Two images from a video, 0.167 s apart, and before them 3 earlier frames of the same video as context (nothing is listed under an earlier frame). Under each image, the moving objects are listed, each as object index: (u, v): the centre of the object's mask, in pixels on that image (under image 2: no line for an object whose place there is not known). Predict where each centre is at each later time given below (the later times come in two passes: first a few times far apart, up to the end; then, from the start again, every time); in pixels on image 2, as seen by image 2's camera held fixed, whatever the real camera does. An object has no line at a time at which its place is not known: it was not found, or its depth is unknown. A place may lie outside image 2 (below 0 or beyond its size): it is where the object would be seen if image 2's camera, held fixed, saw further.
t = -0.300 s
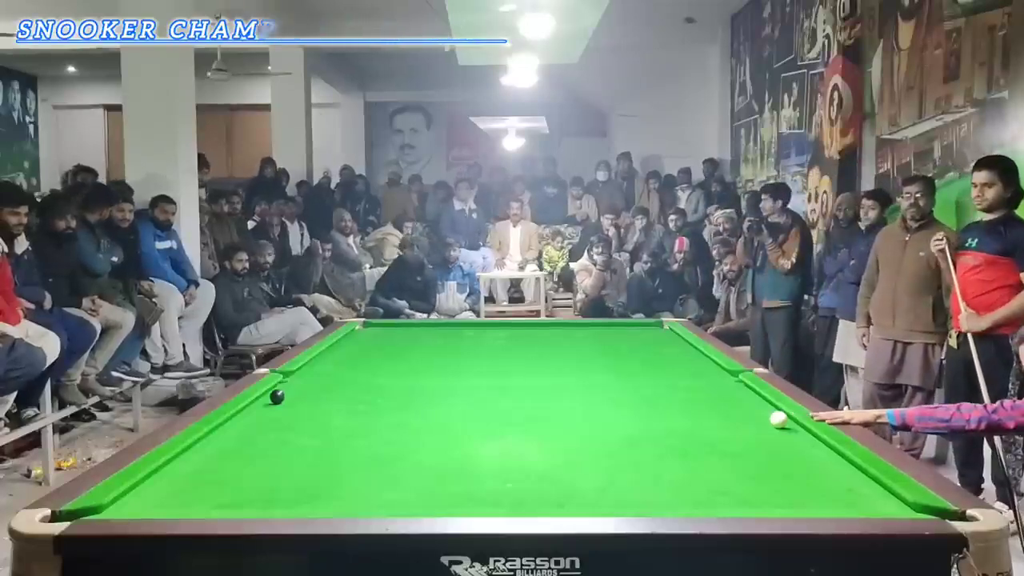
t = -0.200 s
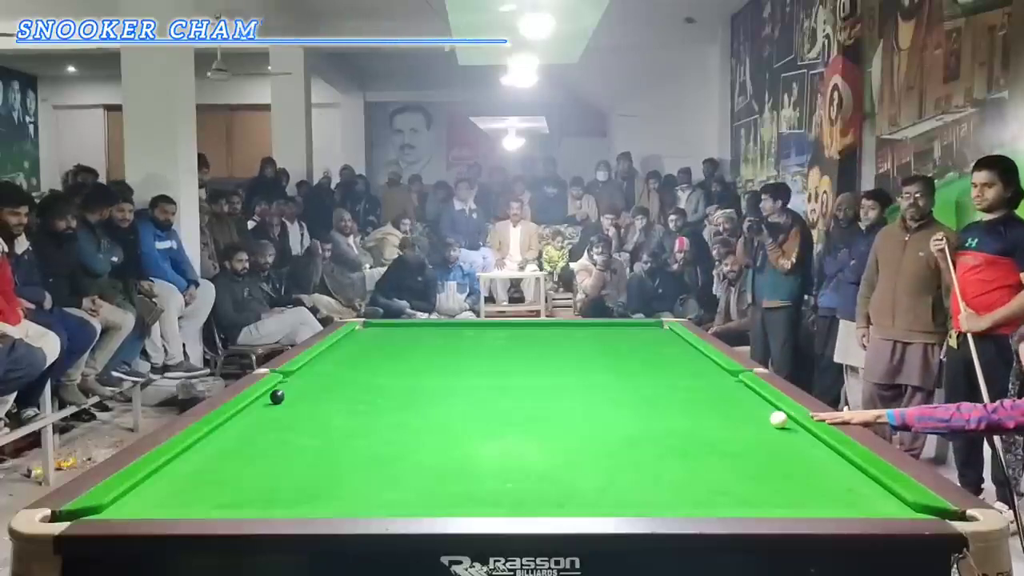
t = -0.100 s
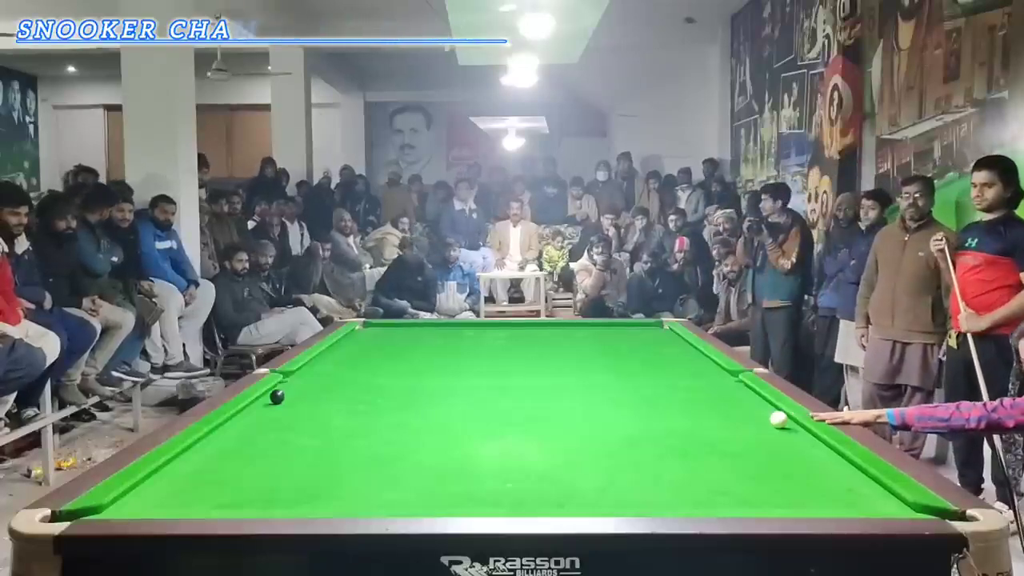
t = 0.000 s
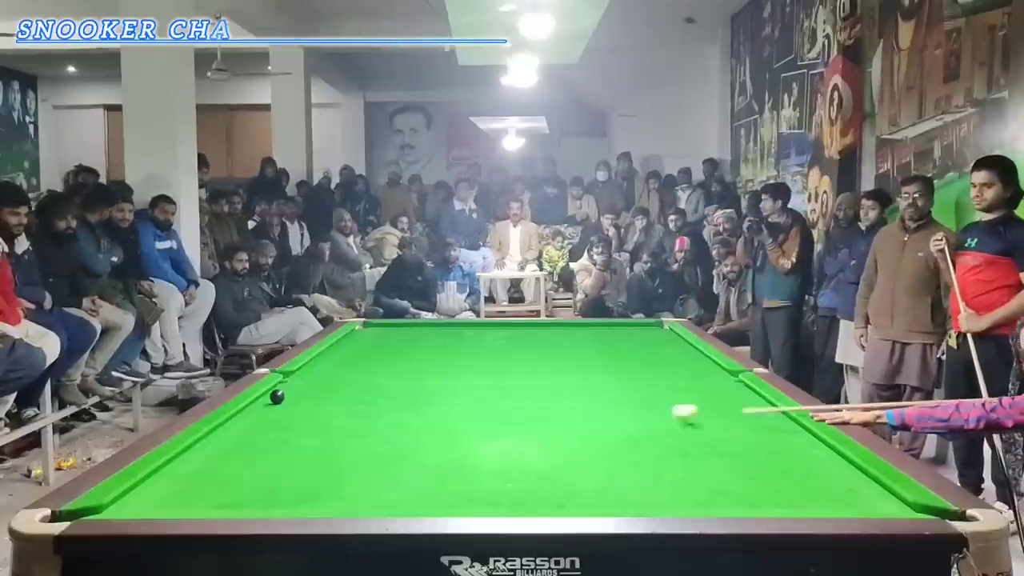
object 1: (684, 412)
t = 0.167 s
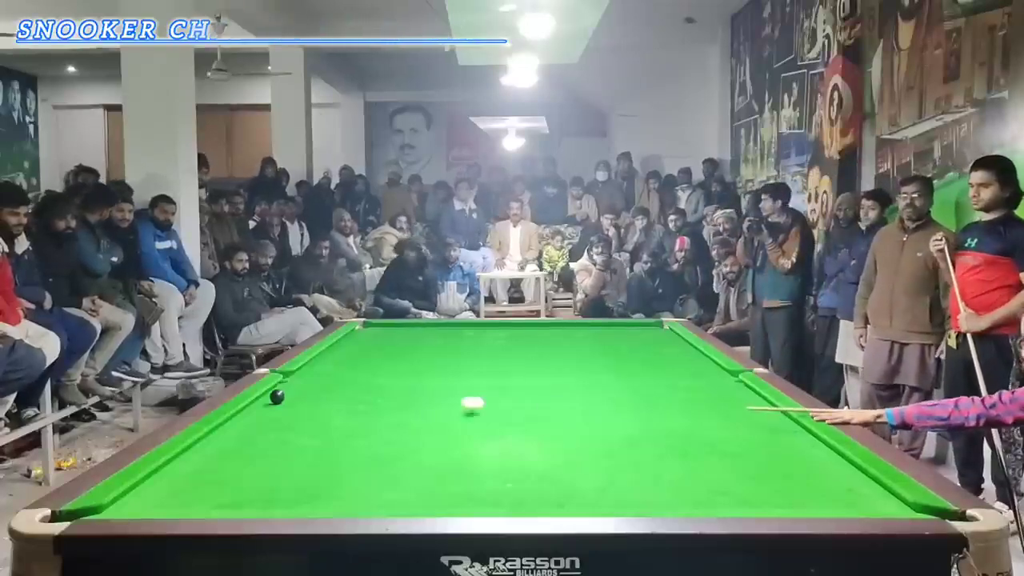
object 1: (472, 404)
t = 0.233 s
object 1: (393, 401)
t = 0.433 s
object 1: (263, 402)
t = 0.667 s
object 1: (279, 409)
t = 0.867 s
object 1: (279, 412)
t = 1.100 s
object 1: (276, 416)
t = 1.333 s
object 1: (275, 420)
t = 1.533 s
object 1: (274, 422)
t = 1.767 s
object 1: (273, 425)
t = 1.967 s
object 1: (272, 426)
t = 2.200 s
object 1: (272, 428)
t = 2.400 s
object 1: (273, 429)
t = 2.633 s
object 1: (273, 430)
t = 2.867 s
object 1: (273, 431)
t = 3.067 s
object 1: (273, 431)
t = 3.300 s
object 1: (273, 431)
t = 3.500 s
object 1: (273, 431)
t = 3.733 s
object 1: (273, 431)
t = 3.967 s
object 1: (273, 431)
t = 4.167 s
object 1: (273, 431)
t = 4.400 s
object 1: (273, 431)
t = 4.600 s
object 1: (273, 431)
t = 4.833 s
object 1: (273, 431)
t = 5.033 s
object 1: (273, 431)
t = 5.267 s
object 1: (273, 431)
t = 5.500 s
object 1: (273, 431)
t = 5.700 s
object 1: (273, 431)
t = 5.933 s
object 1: (273, 431)
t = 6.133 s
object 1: (273, 431)
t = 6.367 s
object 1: (273, 431)
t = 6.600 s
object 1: (273, 431)
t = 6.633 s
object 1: (273, 431)
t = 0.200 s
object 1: (433, 402)
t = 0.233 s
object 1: (393, 401)
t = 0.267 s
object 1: (355, 400)
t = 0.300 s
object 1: (318, 398)
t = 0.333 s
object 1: (287, 398)
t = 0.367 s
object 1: (279, 399)
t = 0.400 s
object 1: (271, 401)
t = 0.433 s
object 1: (263, 402)
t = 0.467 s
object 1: (258, 403)
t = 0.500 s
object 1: (264, 404)
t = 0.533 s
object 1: (269, 405)
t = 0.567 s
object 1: (273, 406)
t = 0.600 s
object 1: (276, 407)
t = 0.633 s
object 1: (278, 408)
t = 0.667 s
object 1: (279, 409)
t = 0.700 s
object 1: (280, 409)
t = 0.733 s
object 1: (280, 410)
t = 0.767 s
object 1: (280, 410)
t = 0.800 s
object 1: (280, 411)
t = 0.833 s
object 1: (279, 411)
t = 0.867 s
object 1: (279, 412)
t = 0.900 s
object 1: (278, 413)
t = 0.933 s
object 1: (278, 413)
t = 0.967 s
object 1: (278, 414)
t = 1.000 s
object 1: (277, 414)
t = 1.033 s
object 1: (277, 415)
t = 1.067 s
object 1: (277, 415)
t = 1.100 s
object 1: (276, 416)
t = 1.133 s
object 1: (276, 417)
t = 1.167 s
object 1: (276, 417)
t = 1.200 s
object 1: (275, 418)
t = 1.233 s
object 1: (275, 418)
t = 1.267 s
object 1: (275, 419)
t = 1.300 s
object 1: (275, 419)
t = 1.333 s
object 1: (275, 420)
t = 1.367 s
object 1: (274, 420)
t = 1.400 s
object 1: (274, 420)
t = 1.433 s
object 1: (274, 421)
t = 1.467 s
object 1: (274, 421)
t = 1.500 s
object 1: (274, 422)
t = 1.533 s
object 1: (274, 422)
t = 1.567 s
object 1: (273, 422)
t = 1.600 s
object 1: (273, 423)
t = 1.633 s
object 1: (273, 423)
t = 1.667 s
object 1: (273, 424)
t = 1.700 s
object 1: (273, 424)
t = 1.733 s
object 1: (273, 424)
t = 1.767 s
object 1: (273, 425)
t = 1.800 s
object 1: (272, 425)
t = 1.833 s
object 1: (273, 425)
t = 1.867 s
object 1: (272, 426)
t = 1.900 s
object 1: (272, 426)
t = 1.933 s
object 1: (272, 426)
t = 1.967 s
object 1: (272, 426)
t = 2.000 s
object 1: (272, 427)
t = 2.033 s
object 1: (272, 427)
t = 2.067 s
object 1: (272, 427)
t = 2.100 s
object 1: (272, 428)
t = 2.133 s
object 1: (272, 428)
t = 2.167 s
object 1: (272, 428)
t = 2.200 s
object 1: (272, 428)
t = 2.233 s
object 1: (272, 428)
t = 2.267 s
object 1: (272, 429)
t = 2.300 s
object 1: (272, 429)
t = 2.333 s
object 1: (272, 429)
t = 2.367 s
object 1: (272, 429)
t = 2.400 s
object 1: (273, 429)
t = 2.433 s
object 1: (273, 430)
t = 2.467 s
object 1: (273, 430)
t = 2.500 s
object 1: (273, 430)
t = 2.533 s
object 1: (273, 430)
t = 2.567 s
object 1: (273, 430)
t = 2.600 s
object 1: (273, 430)
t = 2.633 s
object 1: (273, 430)
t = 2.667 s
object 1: (273, 430)
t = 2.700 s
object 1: (273, 430)
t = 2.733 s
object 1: (273, 430)
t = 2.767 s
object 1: (273, 431)
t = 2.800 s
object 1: (273, 431)
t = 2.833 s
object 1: (273, 431)
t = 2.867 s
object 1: (273, 431)
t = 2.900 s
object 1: (273, 431)
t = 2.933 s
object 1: (273, 431)
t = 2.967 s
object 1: (273, 431)
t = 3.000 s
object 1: (273, 431)
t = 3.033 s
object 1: (273, 431)
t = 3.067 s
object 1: (273, 431)
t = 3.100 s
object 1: (273, 431)
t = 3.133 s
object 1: (273, 431)
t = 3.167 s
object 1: (273, 431)
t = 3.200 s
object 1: (273, 431)
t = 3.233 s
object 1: (273, 431)
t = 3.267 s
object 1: (273, 431)
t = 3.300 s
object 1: (273, 431)
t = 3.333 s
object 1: (273, 431)
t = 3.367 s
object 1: (273, 431)
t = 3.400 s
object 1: (273, 431)
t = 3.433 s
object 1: (273, 431)
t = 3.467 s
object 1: (273, 431)
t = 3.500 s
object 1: (273, 431)
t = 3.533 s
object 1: (273, 431)
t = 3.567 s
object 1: (273, 431)
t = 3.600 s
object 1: (273, 431)
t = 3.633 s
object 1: (273, 431)
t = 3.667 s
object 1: (273, 431)
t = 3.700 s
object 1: (273, 431)
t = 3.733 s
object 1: (273, 431)
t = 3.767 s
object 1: (273, 431)
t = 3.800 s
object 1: (273, 431)
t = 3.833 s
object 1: (273, 431)
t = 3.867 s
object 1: (273, 431)
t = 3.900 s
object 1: (273, 431)
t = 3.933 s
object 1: (273, 431)
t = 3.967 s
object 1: (273, 431)
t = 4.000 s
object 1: (273, 431)
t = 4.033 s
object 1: (273, 431)
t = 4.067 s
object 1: (273, 431)
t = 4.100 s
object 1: (273, 431)
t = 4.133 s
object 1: (273, 431)
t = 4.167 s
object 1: (273, 431)
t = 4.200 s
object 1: (273, 431)
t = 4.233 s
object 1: (273, 431)
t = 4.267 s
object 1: (273, 431)
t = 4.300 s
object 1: (273, 431)
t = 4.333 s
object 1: (273, 431)
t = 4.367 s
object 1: (273, 431)
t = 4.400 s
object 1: (273, 431)
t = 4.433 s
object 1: (273, 431)
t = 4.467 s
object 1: (273, 431)
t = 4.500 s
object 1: (273, 431)
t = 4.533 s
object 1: (273, 431)
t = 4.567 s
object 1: (273, 431)
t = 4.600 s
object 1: (273, 431)
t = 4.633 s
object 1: (273, 431)
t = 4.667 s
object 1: (273, 431)
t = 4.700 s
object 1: (273, 431)
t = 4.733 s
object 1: (273, 431)
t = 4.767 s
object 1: (273, 431)
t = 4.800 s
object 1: (273, 431)
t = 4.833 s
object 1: (273, 431)
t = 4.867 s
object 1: (273, 431)
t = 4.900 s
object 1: (273, 431)
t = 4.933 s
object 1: (273, 431)
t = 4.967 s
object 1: (273, 431)
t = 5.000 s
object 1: (273, 431)
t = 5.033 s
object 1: (273, 431)
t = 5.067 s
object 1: (273, 431)
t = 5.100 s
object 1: (273, 431)
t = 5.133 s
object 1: (273, 431)
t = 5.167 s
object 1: (273, 431)
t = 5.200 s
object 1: (273, 431)
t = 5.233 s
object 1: (273, 431)
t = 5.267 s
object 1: (273, 431)
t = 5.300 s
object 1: (273, 431)
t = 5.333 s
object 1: (273, 431)
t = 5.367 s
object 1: (273, 431)
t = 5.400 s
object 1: (273, 431)
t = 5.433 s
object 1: (273, 431)
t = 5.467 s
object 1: (273, 431)
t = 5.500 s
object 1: (273, 431)
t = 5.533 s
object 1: (273, 431)
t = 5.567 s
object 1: (273, 431)
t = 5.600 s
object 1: (273, 431)
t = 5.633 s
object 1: (273, 431)
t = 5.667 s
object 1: (273, 431)
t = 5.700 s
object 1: (273, 431)
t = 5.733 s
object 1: (273, 431)
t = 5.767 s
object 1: (273, 431)
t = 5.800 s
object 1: (273, 431)
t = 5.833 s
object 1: (273, 431)
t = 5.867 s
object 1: (273, 431)
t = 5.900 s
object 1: (273, 431)
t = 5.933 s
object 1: (273, 431)
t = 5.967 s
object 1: (273, 431)
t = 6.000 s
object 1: (273, 431)
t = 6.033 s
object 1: (273, 431)
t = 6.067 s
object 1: (273, 431)
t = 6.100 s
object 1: (273, 431)
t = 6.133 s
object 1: (273, 431)
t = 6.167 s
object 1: (273, 431)
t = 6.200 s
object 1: (273, 431)
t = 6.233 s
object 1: (273, 431)
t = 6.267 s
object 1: (273, 431)
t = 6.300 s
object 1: (273, 431)
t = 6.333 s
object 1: (273, 431)
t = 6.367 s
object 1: (273, 431)
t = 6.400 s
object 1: (273, 431)
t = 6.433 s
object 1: (273, 431)
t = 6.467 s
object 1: (273, 431)
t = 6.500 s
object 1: (273, 431)
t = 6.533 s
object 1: (273, 431)
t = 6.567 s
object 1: (273, 431)
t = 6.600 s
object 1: (273, 431)
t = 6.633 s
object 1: (273, 431)
